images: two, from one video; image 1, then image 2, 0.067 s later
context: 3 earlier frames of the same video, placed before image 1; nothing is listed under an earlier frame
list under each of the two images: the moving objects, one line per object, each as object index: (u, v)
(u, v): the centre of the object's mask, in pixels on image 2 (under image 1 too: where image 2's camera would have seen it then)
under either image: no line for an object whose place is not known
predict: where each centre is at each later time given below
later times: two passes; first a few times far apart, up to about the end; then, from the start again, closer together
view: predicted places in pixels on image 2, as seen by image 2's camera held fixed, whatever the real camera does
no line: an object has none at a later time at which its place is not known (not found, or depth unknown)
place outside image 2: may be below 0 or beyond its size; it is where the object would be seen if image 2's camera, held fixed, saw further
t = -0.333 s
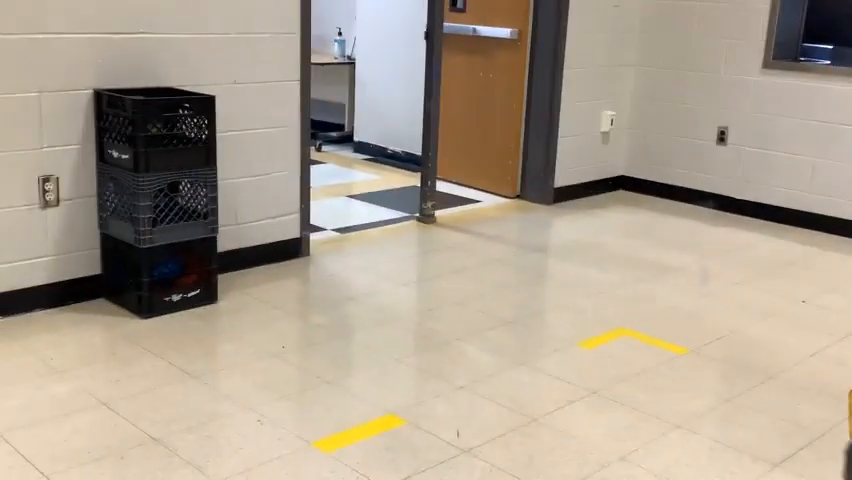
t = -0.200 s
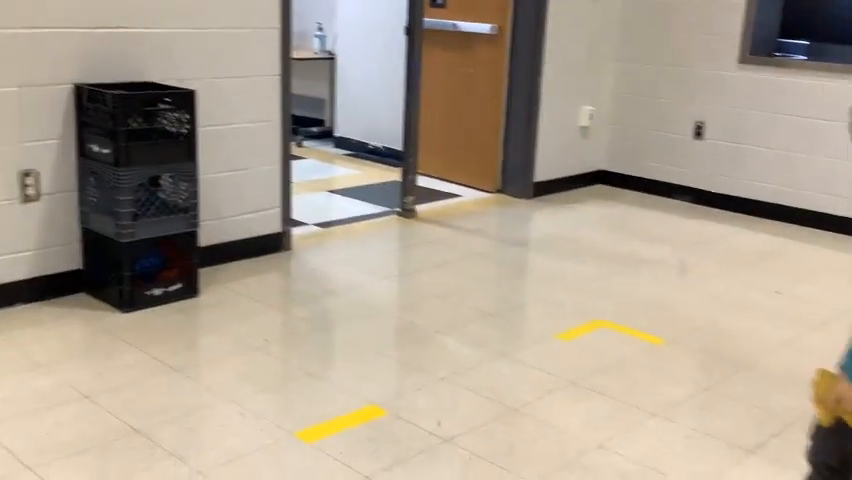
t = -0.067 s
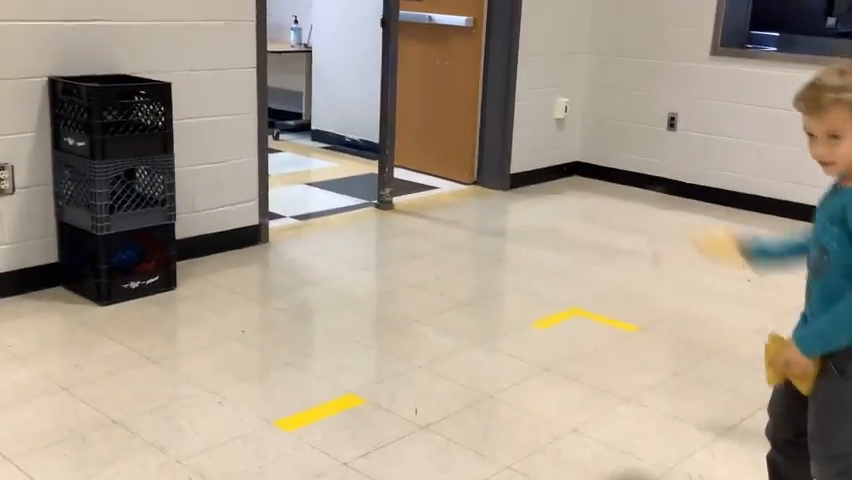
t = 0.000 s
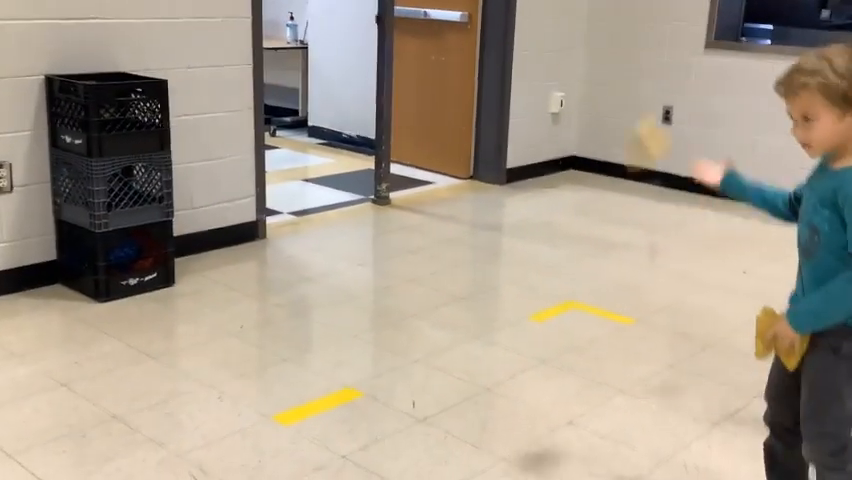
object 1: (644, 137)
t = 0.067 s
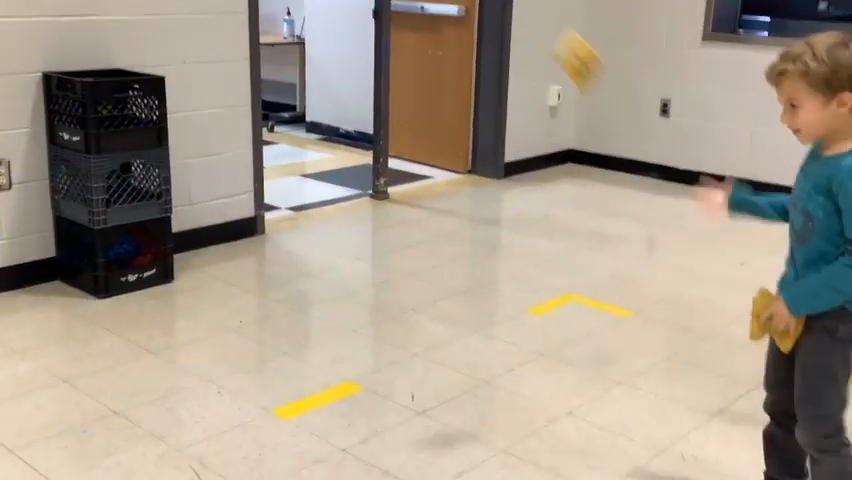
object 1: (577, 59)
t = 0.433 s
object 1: (236, -38)
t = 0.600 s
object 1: (116, 64)
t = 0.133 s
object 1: (513, 10)
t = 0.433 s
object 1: (236, -38)
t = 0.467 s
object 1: (213, -29)
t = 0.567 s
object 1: (140, 31)
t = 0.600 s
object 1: (116, 64)
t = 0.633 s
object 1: (93, 91)
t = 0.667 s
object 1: (72, 124)
